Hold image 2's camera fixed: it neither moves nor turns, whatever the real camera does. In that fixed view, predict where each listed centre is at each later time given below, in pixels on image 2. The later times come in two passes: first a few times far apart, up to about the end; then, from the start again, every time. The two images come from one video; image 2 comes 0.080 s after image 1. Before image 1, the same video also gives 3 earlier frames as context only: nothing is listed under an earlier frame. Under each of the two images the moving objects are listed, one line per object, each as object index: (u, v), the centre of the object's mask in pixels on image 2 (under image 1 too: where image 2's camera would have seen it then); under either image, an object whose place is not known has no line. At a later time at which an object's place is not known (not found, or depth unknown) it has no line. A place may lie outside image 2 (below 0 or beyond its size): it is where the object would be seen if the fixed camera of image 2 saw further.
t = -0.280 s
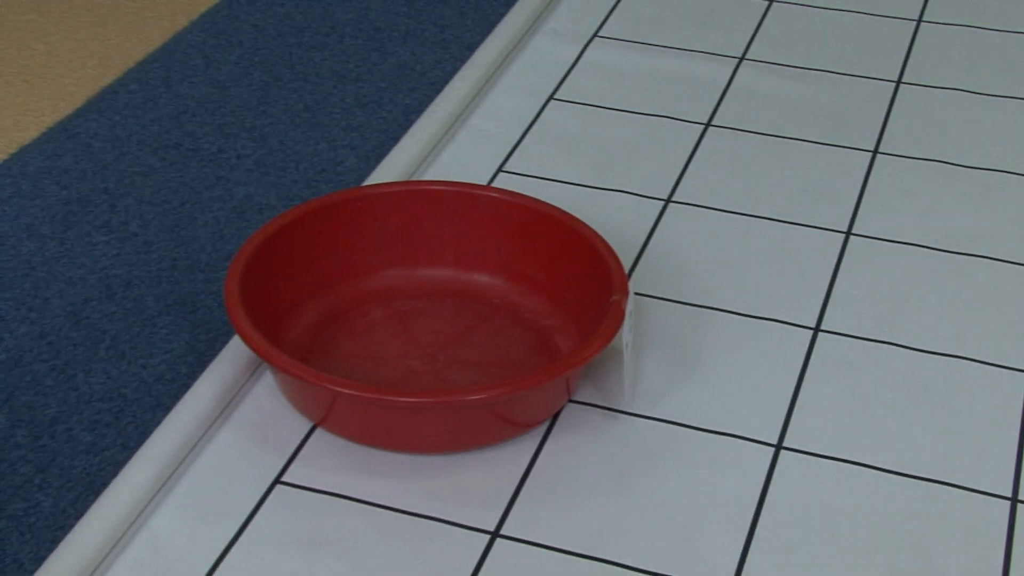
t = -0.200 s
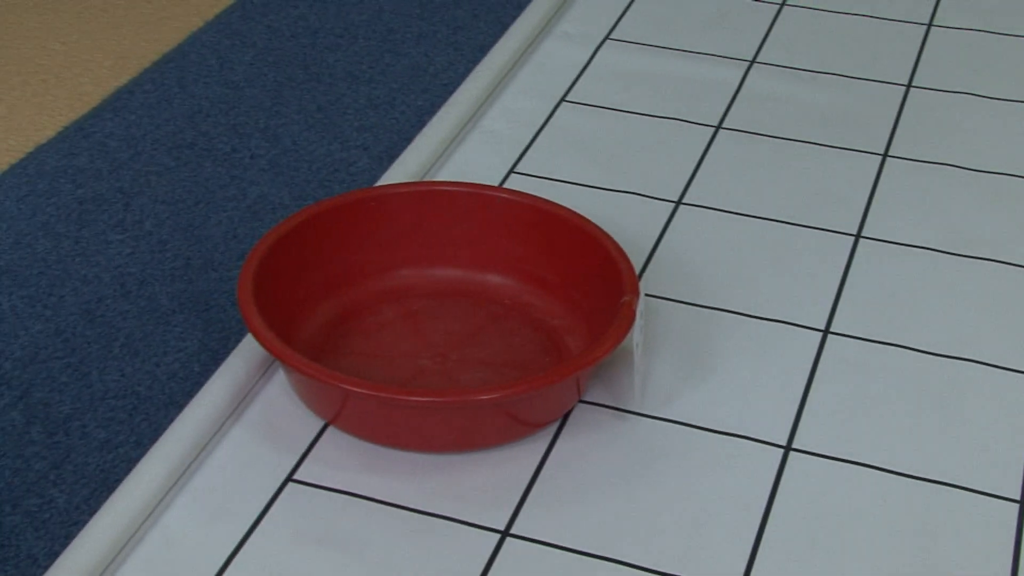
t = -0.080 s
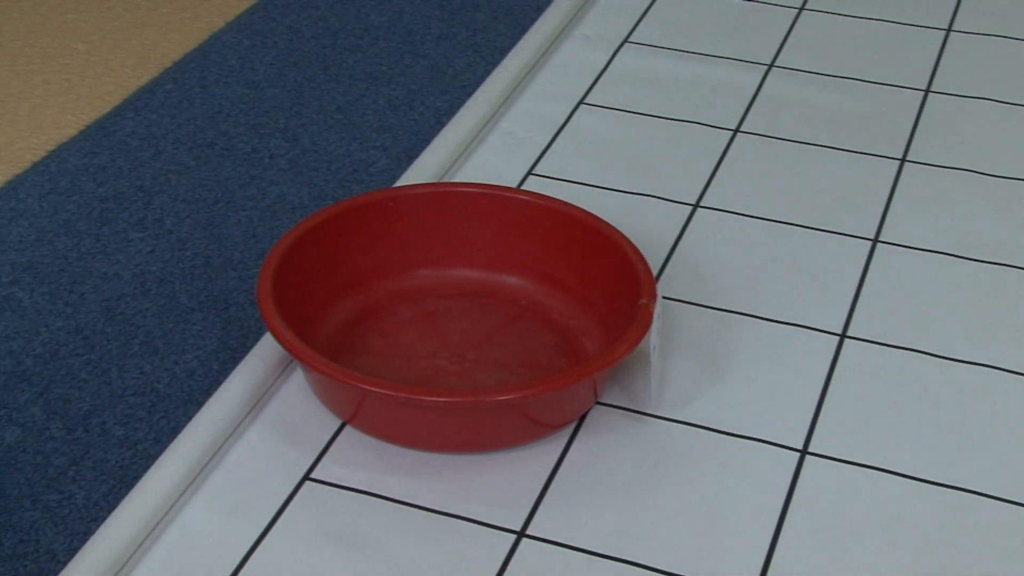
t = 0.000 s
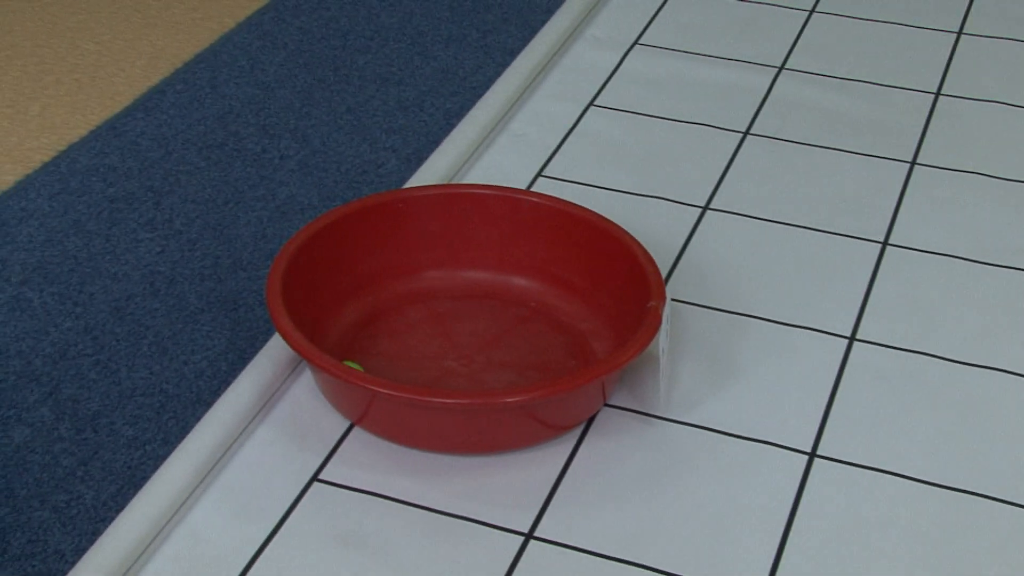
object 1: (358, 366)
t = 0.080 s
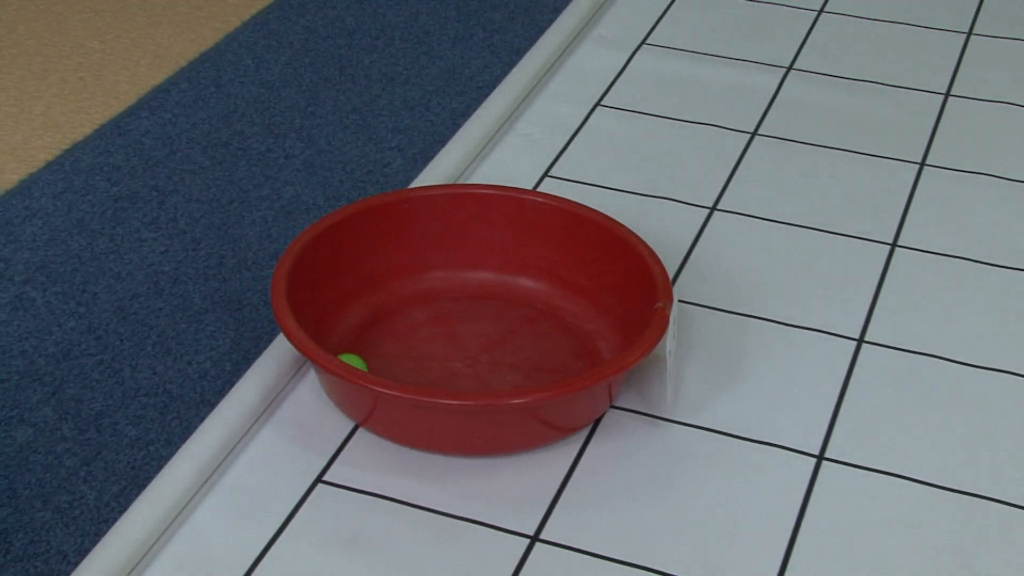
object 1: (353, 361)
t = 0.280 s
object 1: (342, 348)
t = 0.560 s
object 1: (344, 330)
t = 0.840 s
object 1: (360, 310)
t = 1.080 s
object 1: (379, 300)
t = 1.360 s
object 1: (403, 291)
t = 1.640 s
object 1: (423, 284)
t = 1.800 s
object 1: (436, 282)
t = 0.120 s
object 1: (351, 359)
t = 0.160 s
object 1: (348, 356)
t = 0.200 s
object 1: (345, 353)
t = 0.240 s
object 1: (343, 350)
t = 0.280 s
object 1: (342, 348)
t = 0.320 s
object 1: (342, 346)
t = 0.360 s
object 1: (342, 344)
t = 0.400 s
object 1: (342, 341)
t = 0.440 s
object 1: (342, 339)
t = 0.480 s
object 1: (342, 337)
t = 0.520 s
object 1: (343, 333)
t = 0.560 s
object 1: (344, 330)
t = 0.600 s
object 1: (345, 327)
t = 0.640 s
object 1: (348, 324)
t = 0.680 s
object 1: (350, 321)
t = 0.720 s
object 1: (353, 318)
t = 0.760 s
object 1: (355, 315)
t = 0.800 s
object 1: (357, 312)
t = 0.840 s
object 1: (360, 310)
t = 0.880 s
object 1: (364, 307)
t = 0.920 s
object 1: (366, 306)
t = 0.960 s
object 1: (368, 304)
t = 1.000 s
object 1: (372, 302)
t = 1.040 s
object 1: (375, 301)
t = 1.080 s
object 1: (379, 300)
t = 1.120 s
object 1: (383, 298)
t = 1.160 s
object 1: (387, 297)
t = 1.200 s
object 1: (391, 296)
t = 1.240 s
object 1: (394, 295)
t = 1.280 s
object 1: (397, 293)
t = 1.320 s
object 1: (400, 292)
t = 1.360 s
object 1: (403, 291)
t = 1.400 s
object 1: (405, 289)
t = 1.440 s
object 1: (408, 288)
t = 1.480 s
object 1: (410, 286)
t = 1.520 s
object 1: (412, 285)
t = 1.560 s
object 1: (416, 284)
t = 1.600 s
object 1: (419, 284)
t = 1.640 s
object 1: (423, 284)
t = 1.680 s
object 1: (426, 283)
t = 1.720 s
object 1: (430, 283)
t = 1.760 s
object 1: (433, 282)
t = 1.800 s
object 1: (436, 282)
